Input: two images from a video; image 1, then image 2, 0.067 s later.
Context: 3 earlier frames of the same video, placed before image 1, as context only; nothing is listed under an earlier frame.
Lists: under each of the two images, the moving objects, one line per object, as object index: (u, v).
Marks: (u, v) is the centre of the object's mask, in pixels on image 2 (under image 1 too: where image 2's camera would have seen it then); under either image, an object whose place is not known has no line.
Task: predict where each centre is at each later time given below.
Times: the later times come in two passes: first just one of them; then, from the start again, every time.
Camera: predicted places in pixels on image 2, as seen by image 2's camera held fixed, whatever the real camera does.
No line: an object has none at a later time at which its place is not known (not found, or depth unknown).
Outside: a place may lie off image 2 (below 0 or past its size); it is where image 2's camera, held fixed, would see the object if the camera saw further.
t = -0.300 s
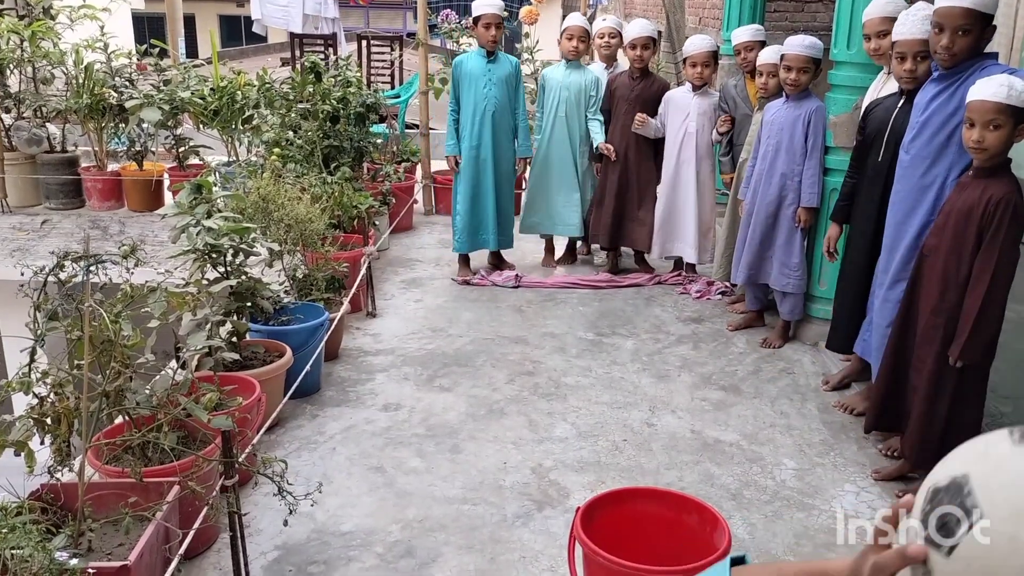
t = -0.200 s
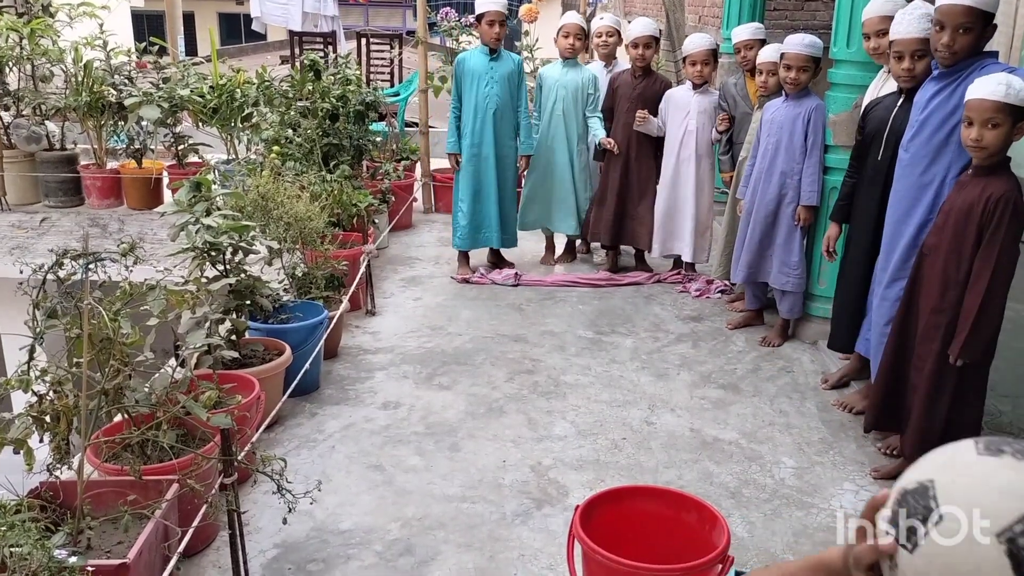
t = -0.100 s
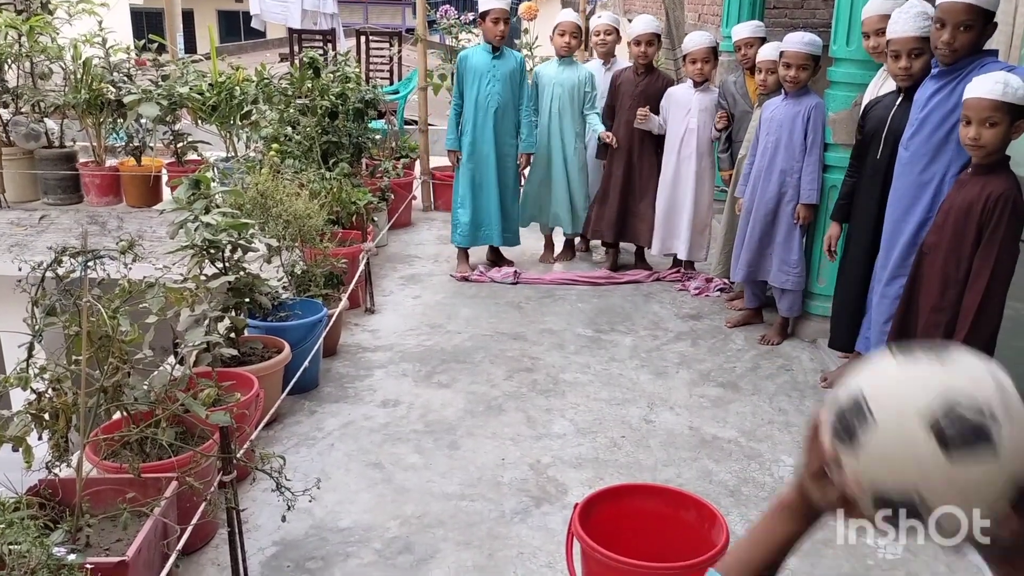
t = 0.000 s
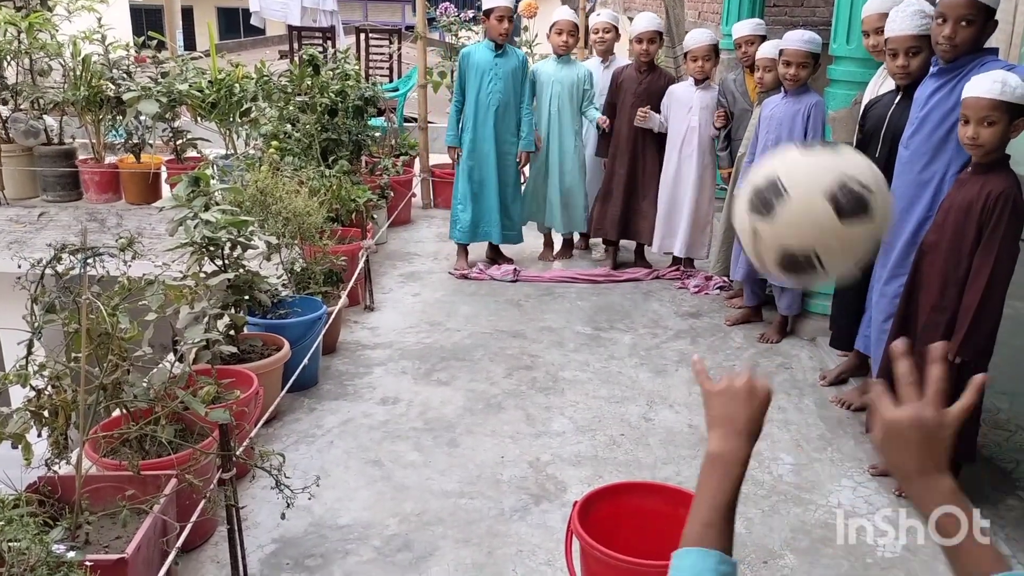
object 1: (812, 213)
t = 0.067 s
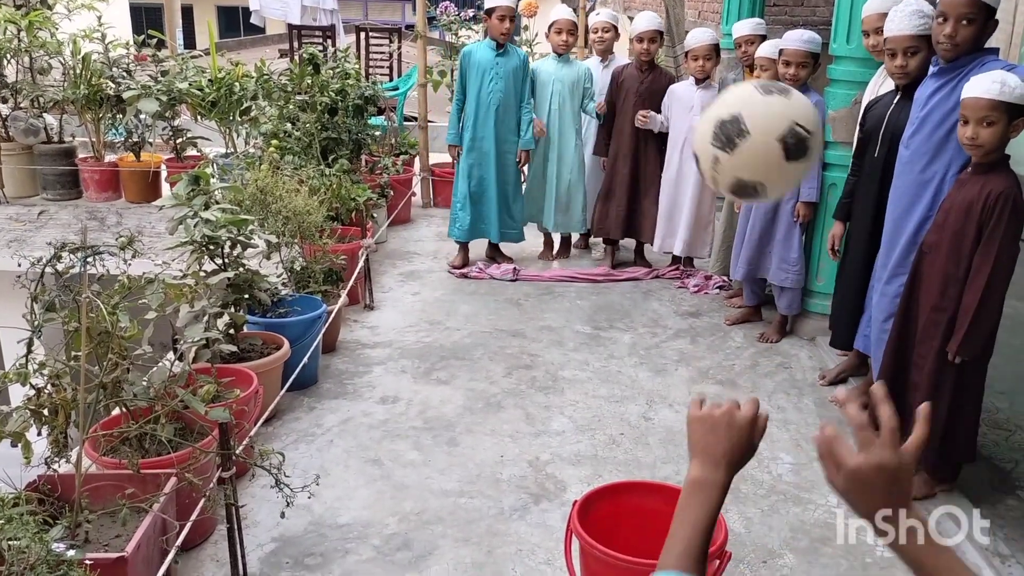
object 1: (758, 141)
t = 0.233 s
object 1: (668, 125)
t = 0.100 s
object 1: (735, 123)
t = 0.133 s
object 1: (715, 115)
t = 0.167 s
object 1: (699, 113)
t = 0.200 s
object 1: (683, 116)
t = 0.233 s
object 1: (668, 125)
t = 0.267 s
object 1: (656, 137)
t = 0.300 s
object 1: (645, 153)
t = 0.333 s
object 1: (635, 170)
